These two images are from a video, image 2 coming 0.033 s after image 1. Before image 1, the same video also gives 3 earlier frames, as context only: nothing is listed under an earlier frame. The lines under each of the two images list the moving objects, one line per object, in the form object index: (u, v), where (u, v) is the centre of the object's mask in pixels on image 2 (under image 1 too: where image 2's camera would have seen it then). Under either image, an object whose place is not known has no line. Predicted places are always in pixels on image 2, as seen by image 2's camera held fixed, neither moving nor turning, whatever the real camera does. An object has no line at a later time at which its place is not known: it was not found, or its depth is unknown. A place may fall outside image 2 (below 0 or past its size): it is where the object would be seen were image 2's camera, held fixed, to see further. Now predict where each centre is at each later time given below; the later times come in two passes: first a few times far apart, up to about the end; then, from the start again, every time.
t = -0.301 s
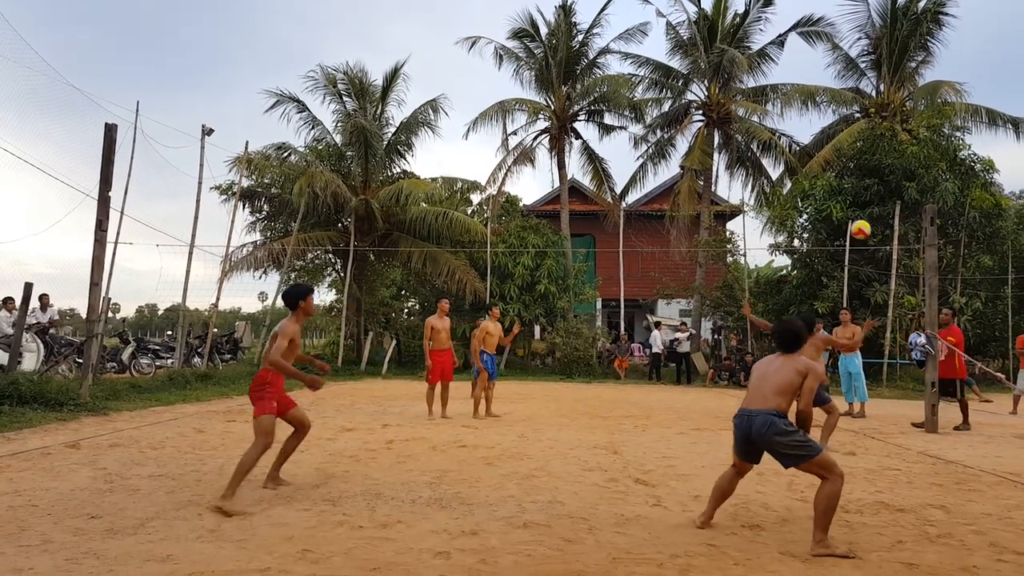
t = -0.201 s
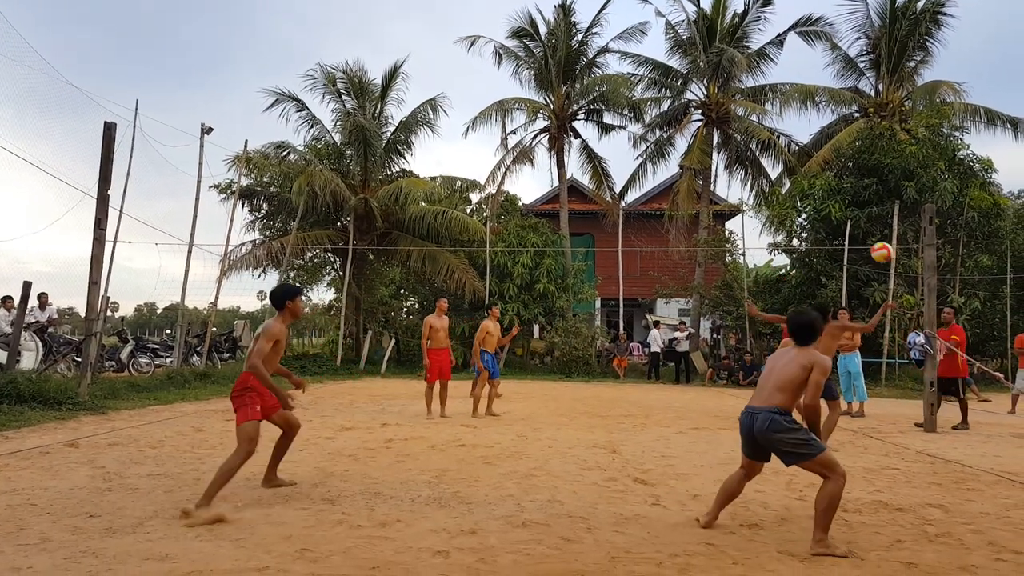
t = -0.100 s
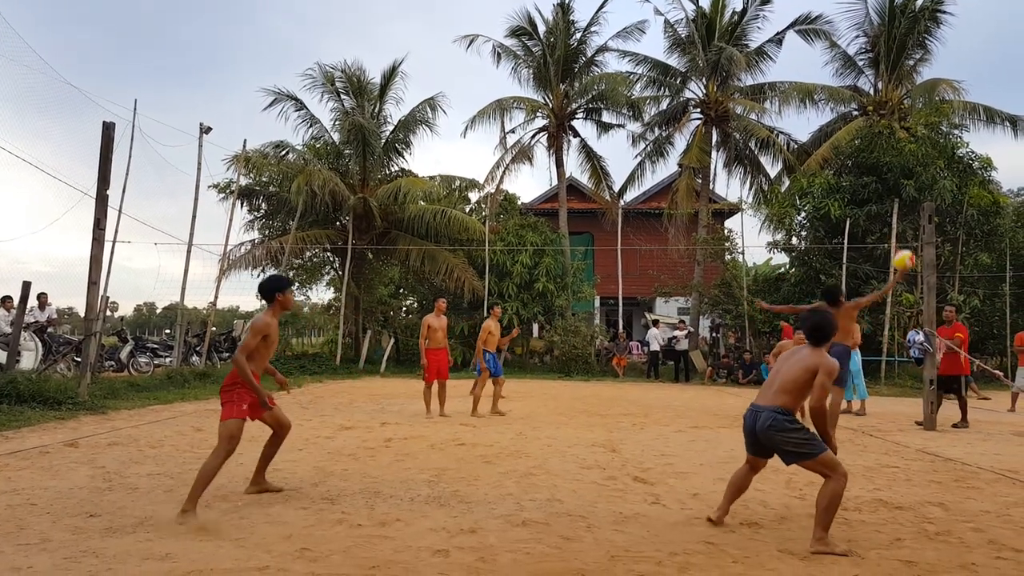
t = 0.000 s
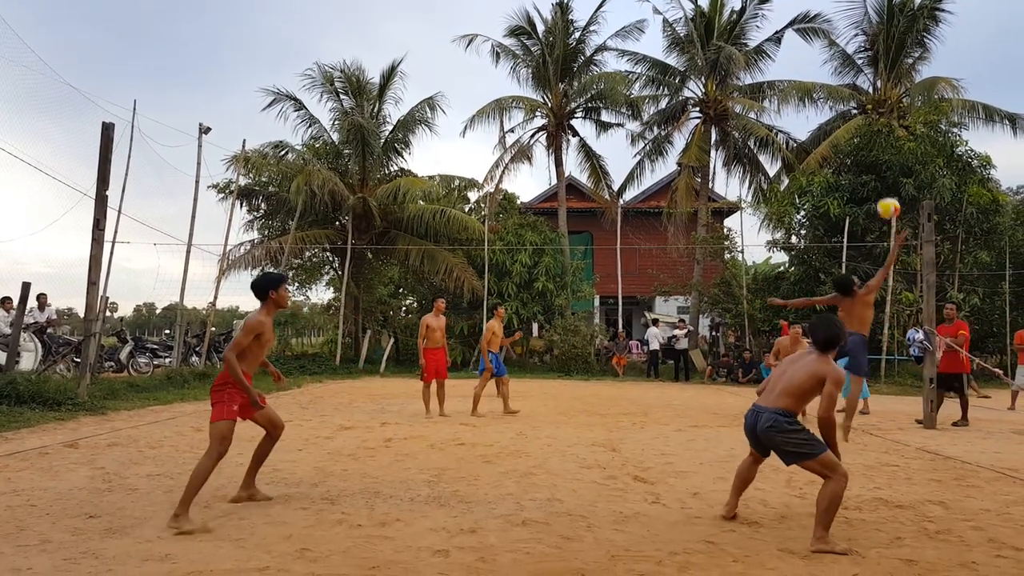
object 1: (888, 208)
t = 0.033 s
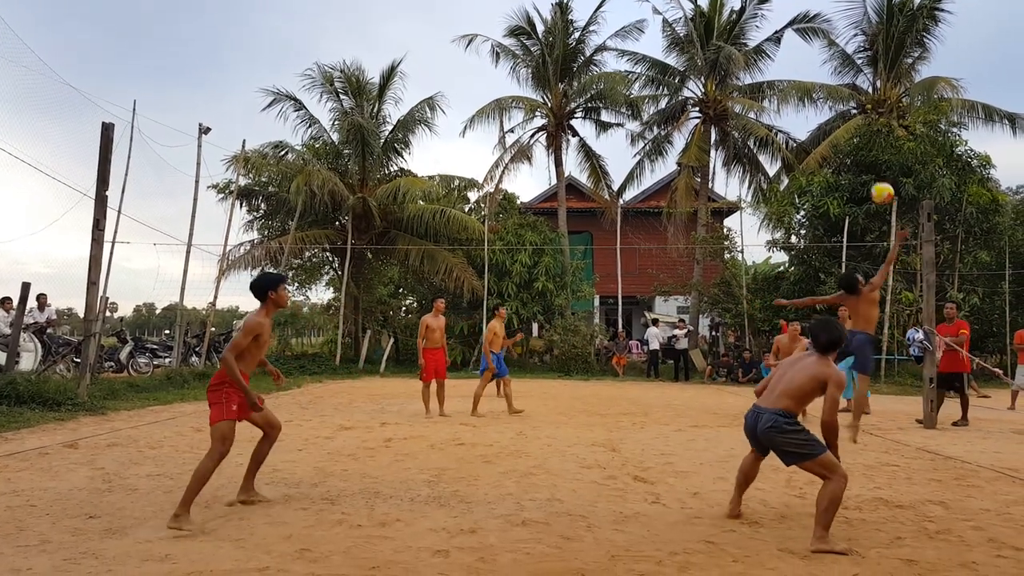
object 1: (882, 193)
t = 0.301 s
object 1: (834, 106)
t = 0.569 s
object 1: (789, 83)
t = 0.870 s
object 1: (740, 134)
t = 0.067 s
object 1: (876, 178)
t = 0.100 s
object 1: (870, 165)
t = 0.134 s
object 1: (864, 153)
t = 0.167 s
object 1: (857, 142)
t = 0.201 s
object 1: (852, 131)
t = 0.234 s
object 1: (845, 123)
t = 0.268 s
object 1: (840, 114)
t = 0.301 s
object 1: (834, 106)
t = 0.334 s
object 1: (828, 100)
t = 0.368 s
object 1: (822, 95)
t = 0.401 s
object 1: (816, 91)
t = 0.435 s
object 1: (811, 87)
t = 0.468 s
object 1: (806, 85)
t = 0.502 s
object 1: (800, 83)
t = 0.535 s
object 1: (795, 82)
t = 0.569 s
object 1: (789, 83)
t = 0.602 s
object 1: (783, 85)
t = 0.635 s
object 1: (778, 87)
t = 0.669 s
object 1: (772, 90)
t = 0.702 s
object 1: (767, 95)
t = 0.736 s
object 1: (761, 100)
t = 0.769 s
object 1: (756, 107)
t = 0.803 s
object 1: (751, 114)
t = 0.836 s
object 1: (745, 124)
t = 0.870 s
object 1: (740, 134)
